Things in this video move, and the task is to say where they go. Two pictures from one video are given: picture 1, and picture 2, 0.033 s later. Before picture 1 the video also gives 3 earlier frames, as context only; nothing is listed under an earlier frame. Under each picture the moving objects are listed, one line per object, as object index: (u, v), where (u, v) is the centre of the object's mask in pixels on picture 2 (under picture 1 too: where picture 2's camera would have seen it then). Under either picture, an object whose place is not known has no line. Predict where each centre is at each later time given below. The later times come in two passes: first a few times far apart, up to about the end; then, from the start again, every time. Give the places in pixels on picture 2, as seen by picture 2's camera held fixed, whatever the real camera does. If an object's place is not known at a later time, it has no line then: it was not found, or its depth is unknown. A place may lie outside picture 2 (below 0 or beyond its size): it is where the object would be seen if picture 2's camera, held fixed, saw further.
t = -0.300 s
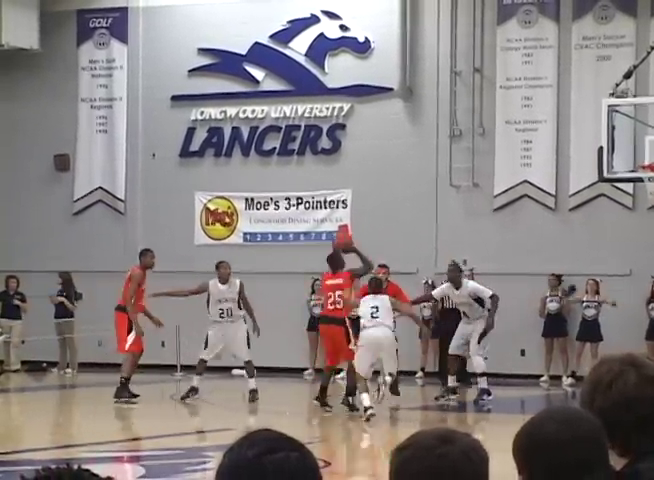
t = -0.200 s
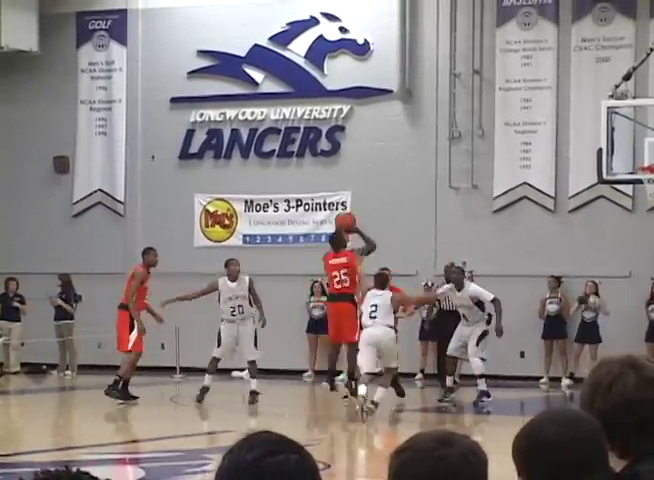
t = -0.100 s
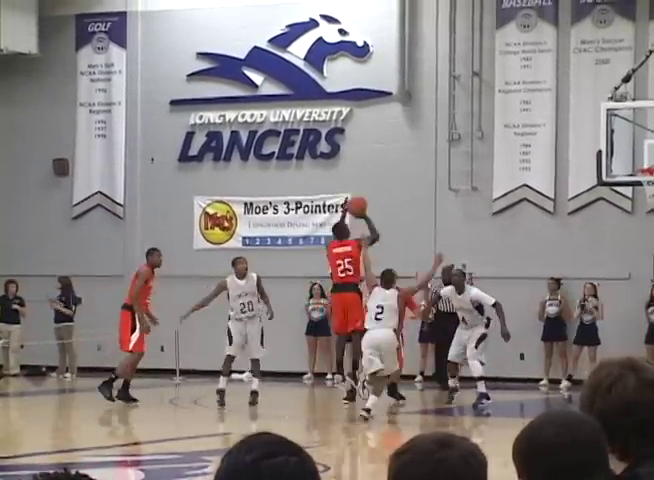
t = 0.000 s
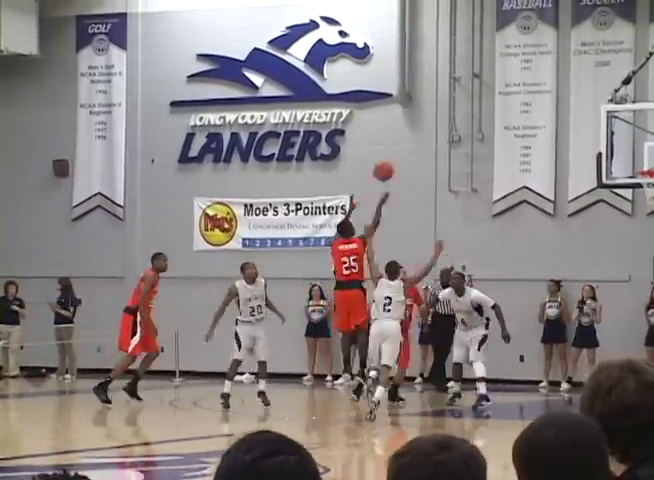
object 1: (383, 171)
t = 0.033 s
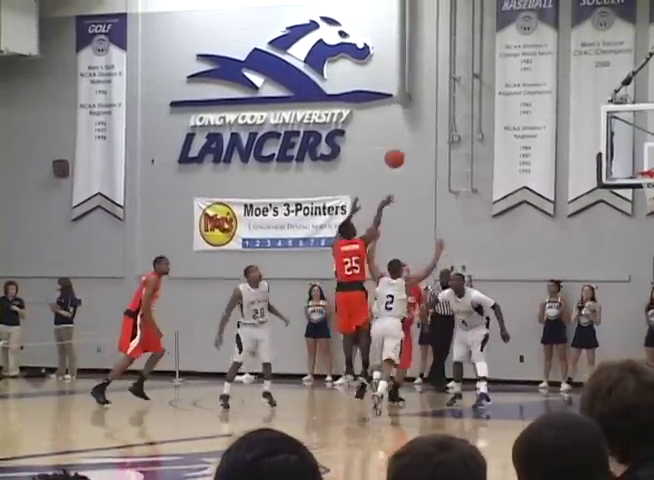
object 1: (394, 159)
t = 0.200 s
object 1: (447, 107)
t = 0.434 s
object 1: (515, 75)
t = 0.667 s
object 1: (579, 85)
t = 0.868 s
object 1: (634, 125)
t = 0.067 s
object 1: (405, 146)
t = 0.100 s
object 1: (416, 135)
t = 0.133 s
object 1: (426, 124)
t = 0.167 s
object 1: (436, 115)
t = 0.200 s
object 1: (447, 107)
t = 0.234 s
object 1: (457, 100)
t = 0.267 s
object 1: (467, 93)
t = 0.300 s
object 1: (477, 86)
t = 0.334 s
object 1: (486, 84)
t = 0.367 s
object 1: (496, 80)
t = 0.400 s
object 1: (505, 77)
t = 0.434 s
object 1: (515, 75)
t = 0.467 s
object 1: (524, 74)
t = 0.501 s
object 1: (533, 74)
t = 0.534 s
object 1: (542, 74)
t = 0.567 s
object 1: (552, 76)
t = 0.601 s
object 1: (561, 78)
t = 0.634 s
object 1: (571, 81)
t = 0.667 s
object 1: (579, 85)
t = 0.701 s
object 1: (589, 90)
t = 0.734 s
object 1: (598, 95)
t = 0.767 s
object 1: (607, 102)
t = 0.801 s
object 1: (616, 108)
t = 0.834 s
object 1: (625, 117)
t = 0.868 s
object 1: (634, 125)
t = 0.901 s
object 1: (642, 134)
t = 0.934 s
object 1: (651, 145)
